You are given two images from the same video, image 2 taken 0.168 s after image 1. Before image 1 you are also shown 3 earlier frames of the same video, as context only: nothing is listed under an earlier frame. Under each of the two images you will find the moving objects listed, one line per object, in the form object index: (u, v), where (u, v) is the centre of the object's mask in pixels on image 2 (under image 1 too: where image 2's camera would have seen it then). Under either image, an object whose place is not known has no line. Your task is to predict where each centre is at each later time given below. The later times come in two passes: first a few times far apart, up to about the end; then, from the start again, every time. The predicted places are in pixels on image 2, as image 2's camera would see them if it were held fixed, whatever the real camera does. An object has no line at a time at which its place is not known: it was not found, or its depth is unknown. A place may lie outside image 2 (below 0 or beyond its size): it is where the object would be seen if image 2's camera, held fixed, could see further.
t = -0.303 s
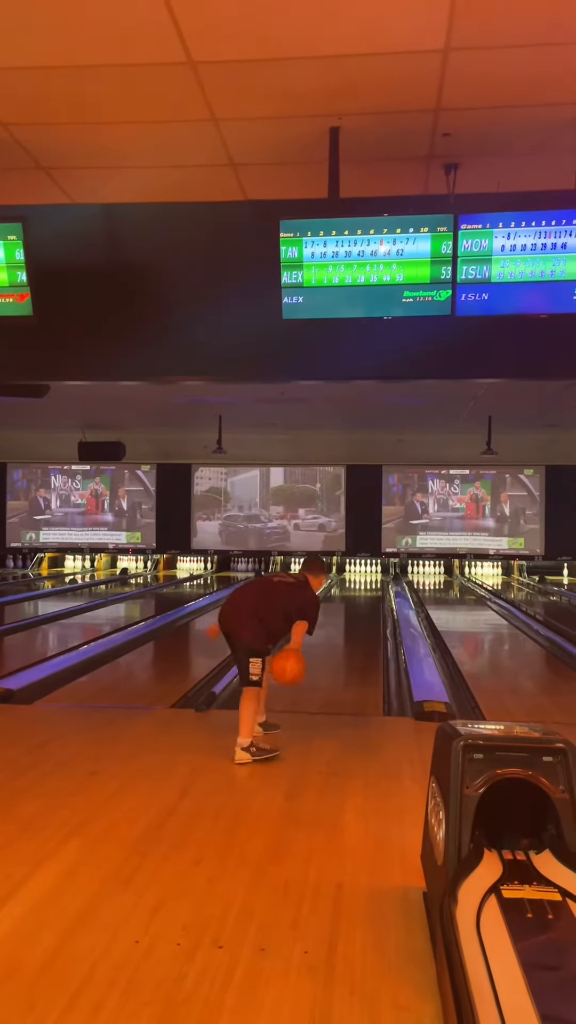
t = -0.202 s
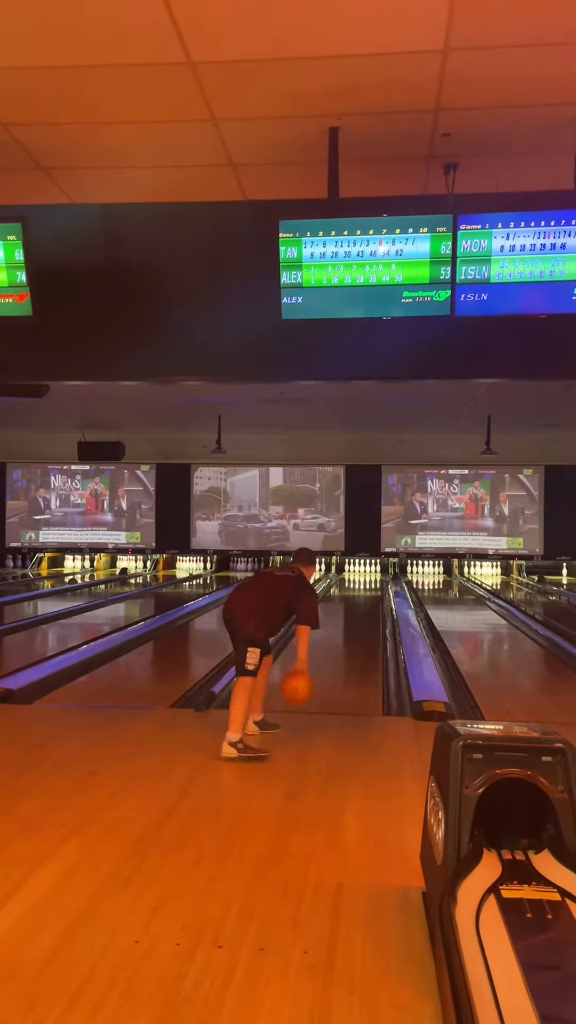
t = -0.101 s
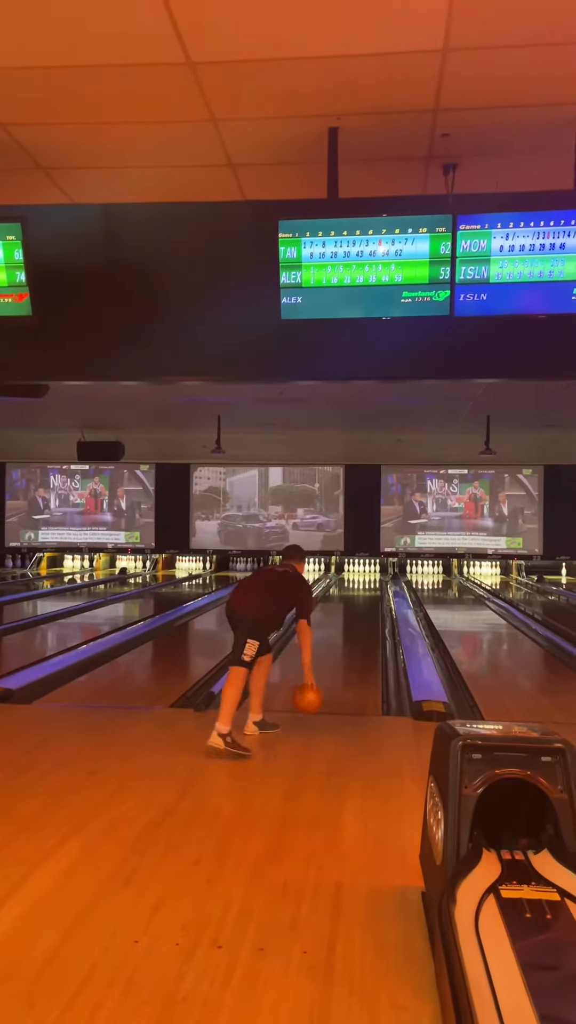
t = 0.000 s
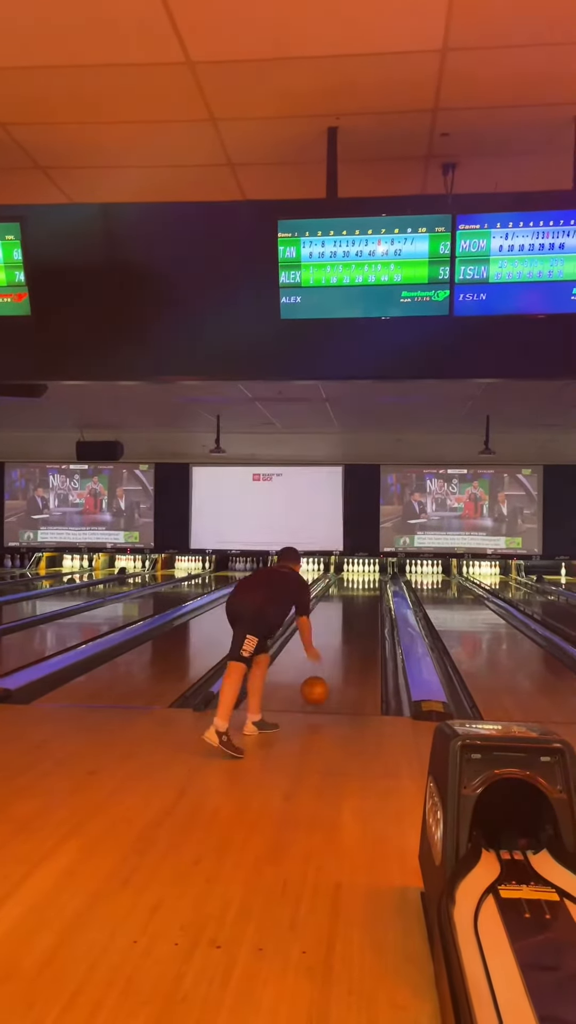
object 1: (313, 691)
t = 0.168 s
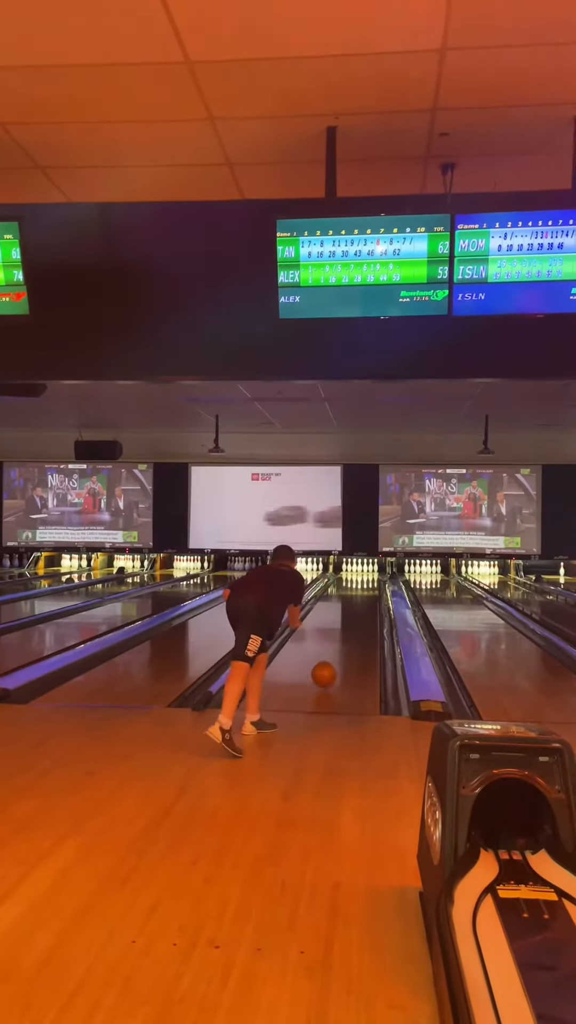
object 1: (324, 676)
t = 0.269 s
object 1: (329, 666)
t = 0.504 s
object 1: (338, 645)
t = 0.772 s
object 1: (345, 630)
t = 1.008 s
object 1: (349, 621)
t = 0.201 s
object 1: (325, 673)
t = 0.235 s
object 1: (327, 669)
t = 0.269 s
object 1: (329, 666)
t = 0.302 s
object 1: (330, 662)
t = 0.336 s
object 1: (331, 660)
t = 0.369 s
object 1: (333, 656)
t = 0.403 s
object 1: (334, 654)
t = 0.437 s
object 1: (335, 651)
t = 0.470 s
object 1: (336, 648)
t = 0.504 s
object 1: (338, 645)
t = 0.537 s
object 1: (339, 643)
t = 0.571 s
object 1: (340, 640)
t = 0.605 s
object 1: (341, 639)
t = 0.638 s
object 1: (342, 637)
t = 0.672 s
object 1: (343, 635)
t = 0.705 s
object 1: (344, 633)
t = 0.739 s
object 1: (345, 631)
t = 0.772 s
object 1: (345, 630)
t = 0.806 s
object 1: (346, 628)
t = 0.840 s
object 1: (347, 626)
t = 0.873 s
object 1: (348, 625)
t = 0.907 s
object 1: (348, 623)
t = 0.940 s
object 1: (349, 622)
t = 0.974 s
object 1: (349, 622)
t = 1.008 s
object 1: (349, 621)
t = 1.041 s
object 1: (351, 619)
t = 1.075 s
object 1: (352, 618)
